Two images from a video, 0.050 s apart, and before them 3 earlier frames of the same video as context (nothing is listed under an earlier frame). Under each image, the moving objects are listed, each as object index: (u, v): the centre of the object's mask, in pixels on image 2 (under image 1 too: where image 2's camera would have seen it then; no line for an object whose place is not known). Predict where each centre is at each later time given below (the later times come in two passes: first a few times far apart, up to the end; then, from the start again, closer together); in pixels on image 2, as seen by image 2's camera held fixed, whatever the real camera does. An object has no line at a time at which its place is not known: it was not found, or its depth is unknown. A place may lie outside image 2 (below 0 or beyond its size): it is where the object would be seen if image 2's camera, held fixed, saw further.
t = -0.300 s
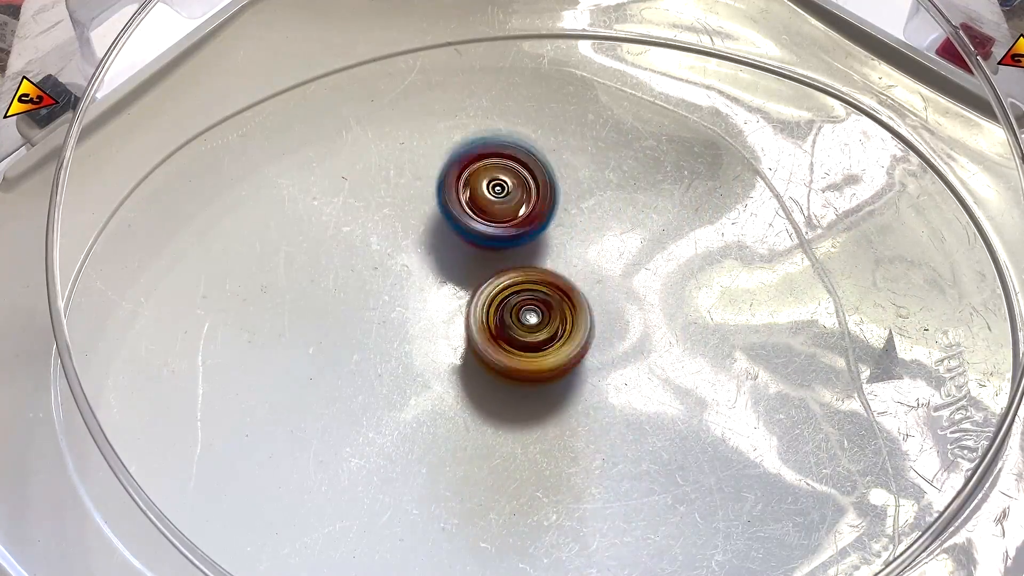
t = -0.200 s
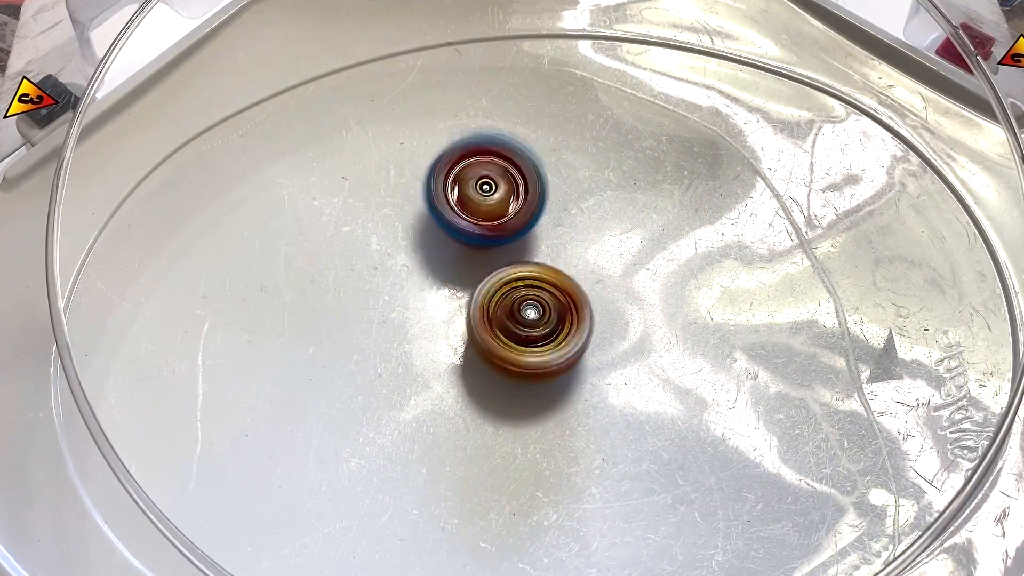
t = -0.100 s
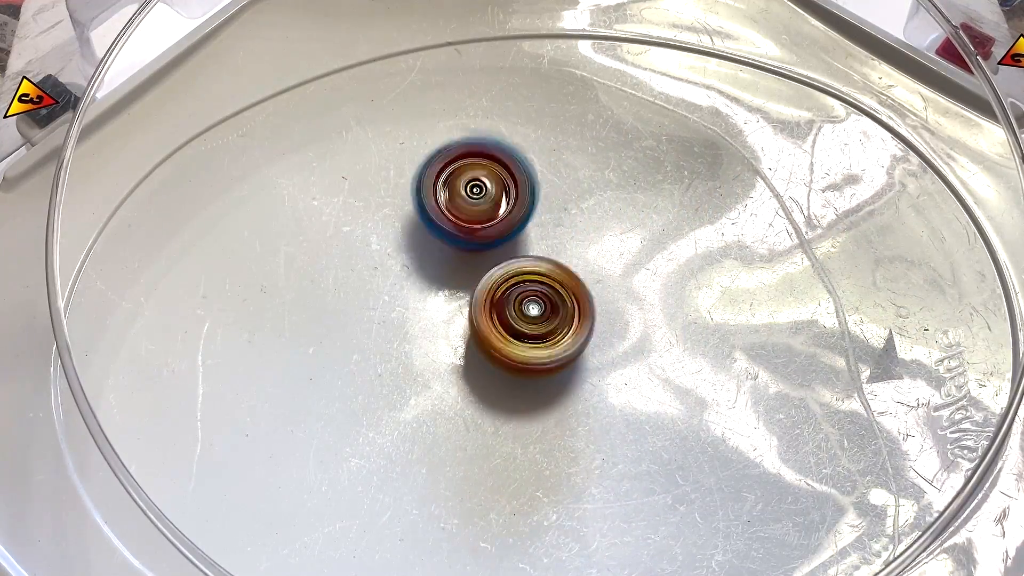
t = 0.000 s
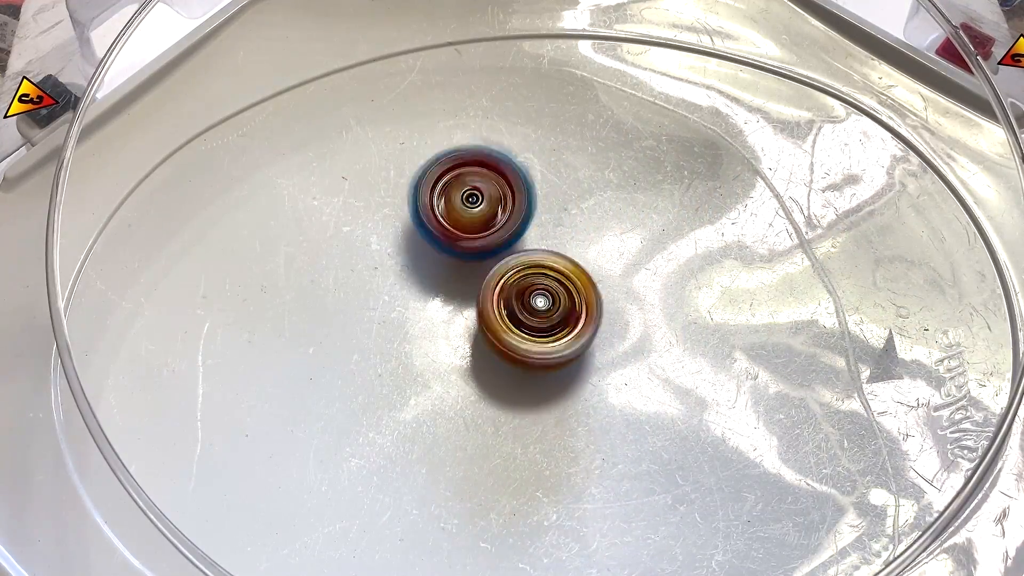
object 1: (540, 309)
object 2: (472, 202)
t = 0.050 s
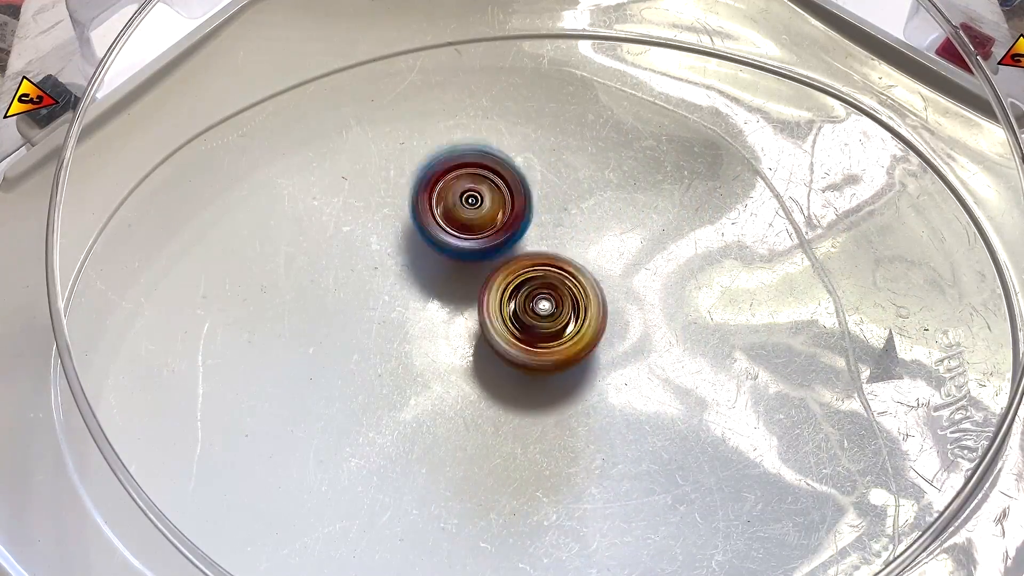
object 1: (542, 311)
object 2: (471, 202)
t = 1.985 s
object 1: (543, 327)
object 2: (230, 155)
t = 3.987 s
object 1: (537, 293)
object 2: (779, 219)
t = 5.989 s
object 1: (451, 324)
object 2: (576, 265)
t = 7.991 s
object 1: (481, 276)
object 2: (634, 343)
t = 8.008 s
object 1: (481, 276)
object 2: (635, 342)
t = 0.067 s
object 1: (543, 312)
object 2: (470, 204)
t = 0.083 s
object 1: (545, 314)
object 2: (471, 205)
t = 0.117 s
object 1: (546, 314)
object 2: (470, 209)
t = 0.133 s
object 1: (545, 316)
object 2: (470, 210)
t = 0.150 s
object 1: (546, 315)
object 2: (471, 213)
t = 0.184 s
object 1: (547, 317)
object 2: (472, 217)
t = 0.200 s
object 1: (549, 324)
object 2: (473, 214)
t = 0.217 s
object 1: (553, 330)
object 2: (473, 212)
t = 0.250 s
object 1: (561, 343)
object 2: (474, 211)
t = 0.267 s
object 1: (567, 348)
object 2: (475, 212)
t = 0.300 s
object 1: (578, 359)
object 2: (477, 214)
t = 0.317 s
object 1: (585, 364)
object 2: (478, 214)
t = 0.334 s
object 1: (591, 369)
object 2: (479, 215)
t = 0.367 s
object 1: (603, 380)
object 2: (481, 219)
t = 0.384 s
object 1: (609, 386)
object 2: (483, 221)
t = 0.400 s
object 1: (616, 390)
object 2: (484, 223)
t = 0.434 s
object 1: (629, 401)
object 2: (486, 226)
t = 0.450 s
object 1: (636, 405)
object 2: (488, 228)
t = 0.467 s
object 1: (643, 410)
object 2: (490, 229)
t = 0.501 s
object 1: (657, 417)
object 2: (493, 234)
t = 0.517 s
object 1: (662, 420)
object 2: (494, 236)
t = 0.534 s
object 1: (670, 423)
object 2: (497, 239)
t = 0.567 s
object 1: (682, 427)
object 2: (499, 243)
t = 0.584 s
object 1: (687, 428)
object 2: (500, 245)
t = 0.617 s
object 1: (697, 429)
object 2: (502, 249)
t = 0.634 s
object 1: (702, 429)
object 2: (504, 251)
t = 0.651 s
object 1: (703, 429)
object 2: (506, 252)
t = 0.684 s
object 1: (710, 429)
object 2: (510, 257)
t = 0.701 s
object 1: (711, 427)
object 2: (511, 261)
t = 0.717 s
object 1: (713, 425)
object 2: (514, 263)
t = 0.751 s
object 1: (714, 423)
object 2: (516, 268)
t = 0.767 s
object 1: (715, 421)
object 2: (517, 270)
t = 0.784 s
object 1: (714, 420)
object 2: (518, 274)
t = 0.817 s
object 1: (714, 416)
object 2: (521, 280)
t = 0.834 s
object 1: (712, 413)
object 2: (522, 282)
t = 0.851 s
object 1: (712, 412)
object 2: (524, 286)
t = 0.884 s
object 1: (710, 407)
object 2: (527, 292)
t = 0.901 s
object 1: (710, 405)
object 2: (529, 295)
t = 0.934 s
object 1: (708, 401)
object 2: (533, 303)
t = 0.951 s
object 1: (707, 400)
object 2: (533, 307)
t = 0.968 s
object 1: (705, 397)
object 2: (535, 310)
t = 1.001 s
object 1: (704, 393)
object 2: (537, 318)
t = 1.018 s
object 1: (702, 390)
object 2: (536, 321)
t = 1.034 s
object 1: (700, 387)
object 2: (538, 325)
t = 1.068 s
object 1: (695, 381)
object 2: (541, 332)
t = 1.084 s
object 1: (692, 377)
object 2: (542, 334)
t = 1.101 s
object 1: (687, 373)
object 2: (543, 337)
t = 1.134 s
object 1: (680, 366)
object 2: (546, 343)
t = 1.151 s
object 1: (685, 378)
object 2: (536, 326)
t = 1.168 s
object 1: (697, 397)
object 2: (520, 304)
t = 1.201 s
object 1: (718, 444)
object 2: (489, 257)
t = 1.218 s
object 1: (722, 462)
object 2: (476, 233)
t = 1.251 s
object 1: (729, 484)
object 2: (450, 198)
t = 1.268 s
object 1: (731, 492)
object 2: (436, 183)
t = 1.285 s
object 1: (731, 499)
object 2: (423, 166)
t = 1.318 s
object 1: (728, 505)
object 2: (403, 136)
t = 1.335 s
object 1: (728, 505)
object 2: (394, 124)
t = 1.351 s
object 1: (729, 507)
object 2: (382, 114)
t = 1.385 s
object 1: (727, 512)
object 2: (365, 93)
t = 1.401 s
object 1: (724, 515)
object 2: (353, 88)
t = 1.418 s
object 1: (722, 516)
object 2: (348, 84)
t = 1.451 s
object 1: (710, 519)
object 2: (325, 74)
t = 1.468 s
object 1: (704, 520)
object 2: (319, 74)
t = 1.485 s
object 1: (698, 520)
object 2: (310, 71)
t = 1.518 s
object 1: (688, 518)
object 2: (292, 70)
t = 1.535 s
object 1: (684, 516)
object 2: (283, 69)
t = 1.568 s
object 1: (675, 509)
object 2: (270, 78)
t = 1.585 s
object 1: (672, 506)
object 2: (265, 84)
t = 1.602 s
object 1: (668, 504)
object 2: (258, 90)
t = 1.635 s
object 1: (661, 494)
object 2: (252, 104)
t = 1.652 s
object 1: (659, 488)
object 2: (246, 110)
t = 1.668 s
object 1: (658, 485)
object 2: (243, 117)
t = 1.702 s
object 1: (653, 471)
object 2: (238, 123)
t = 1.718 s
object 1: (651, 464)
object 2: (236, 127)
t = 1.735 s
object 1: (650, 456)
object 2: (237, 129)
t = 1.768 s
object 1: (644, 438)
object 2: (232, 131)
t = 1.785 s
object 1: (641, 428)
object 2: (233, 133)
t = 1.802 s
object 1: (636, 419)
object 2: (231, 133)
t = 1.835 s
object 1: (625, 399)
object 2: (231, 138)
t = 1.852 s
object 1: (618, 389)
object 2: (229, 138)
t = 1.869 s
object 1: (610, 379)
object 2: (228, 141)
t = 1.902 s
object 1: (592, 362)
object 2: (228, 144)
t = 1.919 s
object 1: (583, 350)
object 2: (228, 146)
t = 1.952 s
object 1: (564, 336)
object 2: (229, 149)
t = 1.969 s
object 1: (552, 330)
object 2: (228, 152)
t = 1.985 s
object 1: (543, 327)
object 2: (230, 155)
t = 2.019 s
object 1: (529, 317)
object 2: (229, 158)
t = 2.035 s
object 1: (523, 314)
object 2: (231, 161)
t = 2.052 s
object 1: (517, 313)
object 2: (231, 162)
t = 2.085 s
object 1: (511, 310)
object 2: (233, 172)
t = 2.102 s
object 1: (510, 305)
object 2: (233, 175)
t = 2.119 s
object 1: (508, 306)
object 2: (234, 182)
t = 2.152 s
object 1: (506, 303)
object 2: (238, 194)
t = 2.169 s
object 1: (506, 301)
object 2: (239, 202)
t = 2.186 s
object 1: (507, 300)
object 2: (244, 211)
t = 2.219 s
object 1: (508, 300)
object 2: (246, 228)
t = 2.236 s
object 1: (509, 299)
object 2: (251, 238)
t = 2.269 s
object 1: (511, 300)
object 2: (255, 260)
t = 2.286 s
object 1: (512, 302)
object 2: (260, 270)
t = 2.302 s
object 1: (513, 304)
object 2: (261, 280)
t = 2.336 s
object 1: (515, 307)
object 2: (269, 304)
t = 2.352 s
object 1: (516, 309)
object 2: (272, 315)
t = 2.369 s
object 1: (516, 310)
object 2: (277, 327)
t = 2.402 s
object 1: (514, 310)
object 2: (286, 345)
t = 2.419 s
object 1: (514, 310)
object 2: (294, 356)
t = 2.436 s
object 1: (514, 311)
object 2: (302, 365)
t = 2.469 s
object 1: (516, 314)
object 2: (314, 386)
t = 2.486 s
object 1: (517, 314)
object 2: (323, 395)
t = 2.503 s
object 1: (519, 315)
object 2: (327, 406)
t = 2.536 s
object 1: (522, 313)
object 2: (344, 428)
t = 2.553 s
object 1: (523, 311)
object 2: (350, 439)
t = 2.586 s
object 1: (528, 309)
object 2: (369, 461)
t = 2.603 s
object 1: (529, 306)
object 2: (375, 472)
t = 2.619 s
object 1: (531, 304)
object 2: (387, 481)
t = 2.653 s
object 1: (534, 300)
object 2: (403, 500)
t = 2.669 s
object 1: (535, 297)
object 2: (416, 506)
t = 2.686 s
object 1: (535, 295)
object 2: (426, 511)
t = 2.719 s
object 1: (536, 290)
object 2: (448, 519)
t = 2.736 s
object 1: (535, 288)
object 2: (458, 524)
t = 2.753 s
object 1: (534, 287)
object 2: (469, 530)
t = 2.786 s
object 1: (534, 285)
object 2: (490, 535)
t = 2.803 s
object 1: (534, 285)
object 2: (505, 539)
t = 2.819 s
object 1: (534, 286)
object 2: (515, 539)
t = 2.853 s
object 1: (535, 289)
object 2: (543, 546)
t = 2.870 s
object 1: (536, 291)
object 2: (551, 546)
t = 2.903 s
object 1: (536, 295)
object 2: (581, 551)
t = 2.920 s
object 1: (536, 297)
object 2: (585, 552)
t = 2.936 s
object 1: (536, 299)
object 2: (603, 555)
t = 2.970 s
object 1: (535, 302)
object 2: (620, 556)
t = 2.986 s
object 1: (534, 303)
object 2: (639, 556)
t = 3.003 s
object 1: (534, 303)
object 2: (645, 554)
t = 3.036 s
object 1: (533, 303)
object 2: (668, 554)
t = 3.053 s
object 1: (534, 303)
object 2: (670, 554)
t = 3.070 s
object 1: (534, 302)
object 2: (683, 555)
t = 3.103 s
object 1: (536, 300)
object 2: (693, 552)
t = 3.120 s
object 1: (536, 299)
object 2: (706, 551)
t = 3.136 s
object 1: (536, 298)
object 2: (706, 548)
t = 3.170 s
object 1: (536, 296)
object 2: (722, 546)
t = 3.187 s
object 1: (536, 296)
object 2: (724, 544)
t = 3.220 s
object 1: (537, 294)
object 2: (735, 540)
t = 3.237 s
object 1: (537, 293)
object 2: (738, 540)
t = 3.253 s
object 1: (537, 292)
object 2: (745, 537)
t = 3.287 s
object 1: (537, 290)
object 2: (754, 534)
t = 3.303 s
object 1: (537, 290)
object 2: (757, 530)
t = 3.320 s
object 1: (537, 291)
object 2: (759, 529)
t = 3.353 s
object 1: (537, 292)
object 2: (768, 523)
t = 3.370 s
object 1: (537, 293)
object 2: (774, 522)
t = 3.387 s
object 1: (537, 293)
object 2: (776, 517)
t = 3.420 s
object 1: (537, 294)
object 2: (785, 509)
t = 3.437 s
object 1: (537, 294)
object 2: (788, 504)
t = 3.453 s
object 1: (537, 293)
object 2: (791, 498)
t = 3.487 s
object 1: (537, 293)
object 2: (797, 481)
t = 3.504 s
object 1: (537, 293)
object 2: (800, 472)
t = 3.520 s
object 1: (537, 292)
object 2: (801, 464)
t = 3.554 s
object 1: (537, 292)
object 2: (807, 445)
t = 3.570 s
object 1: (537, 292)
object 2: (808, 436)
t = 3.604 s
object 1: (537, 292)
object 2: (808, 417)
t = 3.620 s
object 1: (537, 292)
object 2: (808, 407)
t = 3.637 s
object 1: (537, 292)
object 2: (809, 396)
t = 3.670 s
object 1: (537, 293)
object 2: (808, 379)
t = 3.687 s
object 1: (537, 293)
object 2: (807, 369)
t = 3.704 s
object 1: (537, 293)
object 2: (808, 359)
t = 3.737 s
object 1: (537, 293)
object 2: (808, 340)
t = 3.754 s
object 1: (537, 293)
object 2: (809, 329)
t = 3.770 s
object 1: (537, 293)
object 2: (808, 321)
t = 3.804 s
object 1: (537, 293)
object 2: (806, 302)
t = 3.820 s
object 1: (537, 293)
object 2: (806, 294)
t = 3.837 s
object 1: (537, 293)
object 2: (804, 285)
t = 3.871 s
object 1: (537, 293)
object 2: (801, 269)
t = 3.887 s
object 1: (537, 293)
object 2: (798, 261)
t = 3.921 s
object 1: (537, 293)
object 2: (792, 246)
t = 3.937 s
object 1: (537, 293)
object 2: (788, 238)
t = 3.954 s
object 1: (537, 293)
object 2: (785, 232)
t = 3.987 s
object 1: (537, 293)
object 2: (779, 219)
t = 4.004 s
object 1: (537, 293)
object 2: (775, 214)
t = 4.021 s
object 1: (537, 293)
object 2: (770, 209)
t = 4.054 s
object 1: (537, 293)
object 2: (764, 199)
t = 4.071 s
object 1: (537, 293)
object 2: (761, 197)
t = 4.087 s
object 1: (537, 293)
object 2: (758, 191)
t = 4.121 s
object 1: (537, 293)
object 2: (753, 186)
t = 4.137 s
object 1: (537, 293)
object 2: (748, 183)
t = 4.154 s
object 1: (537, 293)
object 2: (747, 181)
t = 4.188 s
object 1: (537, 293)
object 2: (740, 178)
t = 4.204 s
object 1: (537, 293)
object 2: (740, 175)
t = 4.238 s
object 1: (537, 293)
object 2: (738, 175)
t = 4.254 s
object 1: (537, 293)
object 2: (734, 173)
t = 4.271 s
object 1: (537, 293)
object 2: (733, 172)
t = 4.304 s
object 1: (537, 293)
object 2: (729, 171)
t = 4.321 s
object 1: (537, 293)
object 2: (729, 169)
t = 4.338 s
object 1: (537, 293)
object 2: (727, 169)
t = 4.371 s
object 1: (537, 293)
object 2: (722, 168)
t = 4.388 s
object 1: (537, 293)
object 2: (722, 168)
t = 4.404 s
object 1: (537, 293)
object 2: (721, 167)
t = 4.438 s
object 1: (537, 293)
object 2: (716, 166)
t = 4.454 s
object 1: (537, 293)
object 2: (714, 166)
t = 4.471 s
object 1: (537, 293)
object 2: (714, 167)
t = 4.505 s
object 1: (537, 293)
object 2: (709, 167)
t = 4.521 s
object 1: (537, 293)
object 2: (708, 167)
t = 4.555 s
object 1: (537, 293)
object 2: (704, 167)
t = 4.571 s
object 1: (537, 293)
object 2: (702, 167)
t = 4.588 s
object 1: (537, 293)
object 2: (701, 168)
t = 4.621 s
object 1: (537, 293)
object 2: (697, 169)
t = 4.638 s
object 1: (537, 293)
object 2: (697, 168)
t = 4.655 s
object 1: (537, 293)
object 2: (693, 169)
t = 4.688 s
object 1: (537, 293)
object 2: (687, 171)
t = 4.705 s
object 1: (537, 293)
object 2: (685, 173)
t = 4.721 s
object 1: (537, 293)
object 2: (681, 172)
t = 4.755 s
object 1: (537, 293)
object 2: (672, 177)
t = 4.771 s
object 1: (537, 293)
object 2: (665, 179)
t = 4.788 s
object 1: (537, 293)
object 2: (661, 180)
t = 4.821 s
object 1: (537, 293)
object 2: (651, 187)
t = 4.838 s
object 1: (537, 293)
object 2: (643, 188)
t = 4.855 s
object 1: (537, 293)
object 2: (638, 193)
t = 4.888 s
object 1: (537, 293)
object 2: (623, 199)
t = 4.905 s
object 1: (537, 293)
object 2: (618, 202)
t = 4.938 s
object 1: (530, 294)
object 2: (612, 207)
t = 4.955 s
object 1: (525, 293)
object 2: (607, 209)
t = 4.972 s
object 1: (521, 290)
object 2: (606, 210)
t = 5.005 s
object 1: (514, 287)
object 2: (603, 212)
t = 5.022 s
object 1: (511, 287)
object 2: (601, 210)
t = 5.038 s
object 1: (508, 287)
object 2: (601, 213)
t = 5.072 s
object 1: (504, 288)
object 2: (600, 215)
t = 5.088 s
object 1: (501, 288)
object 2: (601, 214)
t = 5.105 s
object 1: (499, 289)
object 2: (601, 216)
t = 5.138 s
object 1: (496, 291)
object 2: (599, 219)
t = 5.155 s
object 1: (494, 292)
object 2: (600, 218)
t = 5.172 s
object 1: (493, 293)
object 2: (600, 219)
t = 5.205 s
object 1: (490, 296)
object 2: (598, 222)
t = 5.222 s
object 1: (488, 297)
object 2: (598, 221)
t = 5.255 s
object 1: (486, 299)
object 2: (598, 221)
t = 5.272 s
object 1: (486, 300)
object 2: (596, 222)
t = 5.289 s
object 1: (485, 301)
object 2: (598, 222)
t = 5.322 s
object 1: (485, 302)
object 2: (598, 225)
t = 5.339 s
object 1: (484, 303)
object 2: (594, 226)
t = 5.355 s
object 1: (484, 303)
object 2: (594, 226)
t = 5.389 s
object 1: (483, 304)
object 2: (595, 227)
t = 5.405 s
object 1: (483, 305)
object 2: (592, 227)
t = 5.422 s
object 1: (482, 306)
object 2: (594, 228)
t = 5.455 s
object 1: (481, 308)
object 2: (594, 230)
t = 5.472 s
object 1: (481, 309)
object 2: (590, 231)
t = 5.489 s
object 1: (481, 310)
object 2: (591, 232)
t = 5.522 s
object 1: (481, 312)
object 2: (591, 233)
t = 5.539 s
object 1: (481, 313)
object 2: (589, 233)
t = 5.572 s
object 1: (481, 314)
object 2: (588, 235)
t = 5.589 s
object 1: (481, 315)
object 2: (588, 237)
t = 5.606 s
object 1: (481, 316)
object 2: (584, 237)
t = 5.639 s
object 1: (481, 319)
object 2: (581, 240)
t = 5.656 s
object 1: (476, 320)
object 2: (584, 242)
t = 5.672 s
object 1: (471, 322)
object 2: (584, 243)
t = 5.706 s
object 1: (465, 322)
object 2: (584, 248)
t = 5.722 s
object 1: (464, 322)
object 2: (584, 249)
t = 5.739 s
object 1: (464, 322)
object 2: (579, 251)
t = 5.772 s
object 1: (463, 320)
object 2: (576, 249)
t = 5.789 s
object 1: (463, 320)
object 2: (578, 247)
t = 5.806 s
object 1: (463, 320)
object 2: (579, 250)
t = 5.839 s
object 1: (463, 320)
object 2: (578, 251)
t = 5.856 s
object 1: (463, 321)
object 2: (575, 252)
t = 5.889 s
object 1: (464, 322)
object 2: (572, 254)
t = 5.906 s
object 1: (464, 323)
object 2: (572, 252)
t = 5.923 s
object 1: (464, 324)
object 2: (570, 255)
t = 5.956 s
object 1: (459, 324)
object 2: (575, 259)
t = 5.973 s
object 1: (455, 324)
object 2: (575, 262)
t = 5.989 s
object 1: (451, 324)
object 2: (576, 265)
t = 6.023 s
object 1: (447, 321)
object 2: (571, 270)
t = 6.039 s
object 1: (446, 320)
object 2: (571, 271)
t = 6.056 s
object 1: (445, 318)
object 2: (570, 274)
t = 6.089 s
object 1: (442, 315)
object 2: (571, 278)
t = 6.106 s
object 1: (441, 314)
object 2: (569, 280)
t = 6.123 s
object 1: (441, 313)
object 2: (567, 281)
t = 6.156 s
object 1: (437, 311)
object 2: (570, 286)
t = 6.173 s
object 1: (434, 310)
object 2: (575, 289)
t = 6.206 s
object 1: (432, 306)
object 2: (576, 297)
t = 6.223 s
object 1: (432, 304)
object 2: (575, 299)
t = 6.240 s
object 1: (433, 302)
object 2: (575, 302)
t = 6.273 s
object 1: (433, 298)
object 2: (577, 305)
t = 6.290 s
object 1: (433, 296)
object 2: (578, 310)
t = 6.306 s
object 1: (434, 295)
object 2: (575, 312)
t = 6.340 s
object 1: (436, 292)
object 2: (574, 317)
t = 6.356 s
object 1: (437, 291)
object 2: (572, 318)
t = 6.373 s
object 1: (438, 290)
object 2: (574, 320)
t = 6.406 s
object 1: (440, 289)
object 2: (571, 325)
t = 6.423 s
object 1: (441, 288)
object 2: (569, 325)
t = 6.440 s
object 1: (442, 287)
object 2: (568, 327)
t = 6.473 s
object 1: (444, 285)
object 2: (564, 329)
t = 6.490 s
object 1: (446, 284)
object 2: (564, 331)
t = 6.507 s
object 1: (445, 280)
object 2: (563, 335)
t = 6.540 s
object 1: (439, 269)
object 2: (566, 344)
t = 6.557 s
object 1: (438, 265)
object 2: (564, 349)
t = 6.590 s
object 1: (441, 263)
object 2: (564, 353)
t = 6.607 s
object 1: (442, 262)
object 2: (564, 357)
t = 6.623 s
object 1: (443, 262)
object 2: (563, 358)
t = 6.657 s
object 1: (447, 261)
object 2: (562, 360)
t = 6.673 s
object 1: (449, 261)
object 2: (561, 362)
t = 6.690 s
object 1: (451, 262)
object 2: (561, 363)
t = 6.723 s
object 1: (455, 262)
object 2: (561, 367)
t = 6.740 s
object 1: (457, 262)
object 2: (559, 368)
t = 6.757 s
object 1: (460, 263)
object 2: (559, 367)
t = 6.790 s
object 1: (466, 265)
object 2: (558, 366)
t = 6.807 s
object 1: (469, 267)
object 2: (557, 363)
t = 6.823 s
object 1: (473, 269)
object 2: (558, 361)
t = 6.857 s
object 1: (476, 272)
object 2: (560, 365)
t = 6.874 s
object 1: (478, 273)
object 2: (560, 372)
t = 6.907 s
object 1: (480, 277)
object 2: (556, 378)
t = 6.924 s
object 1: (480, 277)
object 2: (555, 378)
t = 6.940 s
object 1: (480, 277)
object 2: (557, 378)
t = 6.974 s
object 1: (480, 277)
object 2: (562, 379)
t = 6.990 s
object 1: (481, 276)
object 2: (563, 380)
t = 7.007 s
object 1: (480, 275)
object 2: (564, 380)
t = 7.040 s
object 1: (480, 274)
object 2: (567, 379)
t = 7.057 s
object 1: (480, 274)
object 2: (568, 380)
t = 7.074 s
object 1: (480, 274)
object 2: (568, 378)
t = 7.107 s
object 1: (481, 276)
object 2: (574, 376)
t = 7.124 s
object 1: (481, 276)
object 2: (576, 375)
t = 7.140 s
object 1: (481, 276)
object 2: (576, 375)
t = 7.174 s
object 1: (481, 275)
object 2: (578, 372)
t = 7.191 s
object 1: (481, 275)
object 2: (578, 370)
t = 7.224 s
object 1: (481, 276)
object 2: (577, 366)
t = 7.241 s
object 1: (481, 276)
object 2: (579, 363)
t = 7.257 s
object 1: (481, 276)
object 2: (583, 362)
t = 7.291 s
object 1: (481, 276)
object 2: (586, 360)
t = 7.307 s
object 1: (481, 276)
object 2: (588, 358)
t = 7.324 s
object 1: (481, 276)
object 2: (590, 356)
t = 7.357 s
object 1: (481, 276)
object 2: (593, 350)
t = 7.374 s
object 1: (481, 276)
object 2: (595, 347)
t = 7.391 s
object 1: (481, 276)
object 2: (600, 345)
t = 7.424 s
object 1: (481, 276)
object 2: (606, 345)
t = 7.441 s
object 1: (481, 276)
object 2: (609, 346)
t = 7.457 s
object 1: (481, 276)
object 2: (610, 346)
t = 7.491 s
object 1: (481, 276)
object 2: (611, 345)
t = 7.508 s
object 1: (481, 276)
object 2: (613, 341)
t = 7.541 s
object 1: (481, 276)
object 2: (622, 337)
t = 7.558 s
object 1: (481, 276)
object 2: (626, 338)
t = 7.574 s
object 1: (481, 276)
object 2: (628, 340)
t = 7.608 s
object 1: (481, 276)
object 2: (632, 342)
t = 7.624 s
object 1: (481, 276)
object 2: (633, 343)
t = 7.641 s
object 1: (481, 276)
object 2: (633, 344)
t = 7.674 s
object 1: (481, 276)
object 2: (636, 342)
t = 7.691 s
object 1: (481, 276)
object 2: (638, 342)
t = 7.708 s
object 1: (481, 276)
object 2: (639, 342)
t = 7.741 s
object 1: (481, 276)
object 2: (638, 342)
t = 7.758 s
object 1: (481, 276)
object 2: (637, 343)
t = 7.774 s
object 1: (481, 276)
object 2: (637, 343)
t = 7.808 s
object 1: (481, 276)
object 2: (636, 343)
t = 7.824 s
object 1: (481, 276)
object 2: (637, 344)
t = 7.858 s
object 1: (481, 276)
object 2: (638, 347)
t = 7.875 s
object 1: (481, 276)
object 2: (637, 348)
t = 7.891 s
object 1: (481, 276)
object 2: (636, 348)
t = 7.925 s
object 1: (481, 276)
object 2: (636, 348)
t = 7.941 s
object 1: (481, 276)
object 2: (635, 347)
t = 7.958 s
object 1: (481, 276)
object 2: (633, 345)
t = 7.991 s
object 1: (481, 276)
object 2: (634, 343)
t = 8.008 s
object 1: (481, 276)
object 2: (635, 342)
